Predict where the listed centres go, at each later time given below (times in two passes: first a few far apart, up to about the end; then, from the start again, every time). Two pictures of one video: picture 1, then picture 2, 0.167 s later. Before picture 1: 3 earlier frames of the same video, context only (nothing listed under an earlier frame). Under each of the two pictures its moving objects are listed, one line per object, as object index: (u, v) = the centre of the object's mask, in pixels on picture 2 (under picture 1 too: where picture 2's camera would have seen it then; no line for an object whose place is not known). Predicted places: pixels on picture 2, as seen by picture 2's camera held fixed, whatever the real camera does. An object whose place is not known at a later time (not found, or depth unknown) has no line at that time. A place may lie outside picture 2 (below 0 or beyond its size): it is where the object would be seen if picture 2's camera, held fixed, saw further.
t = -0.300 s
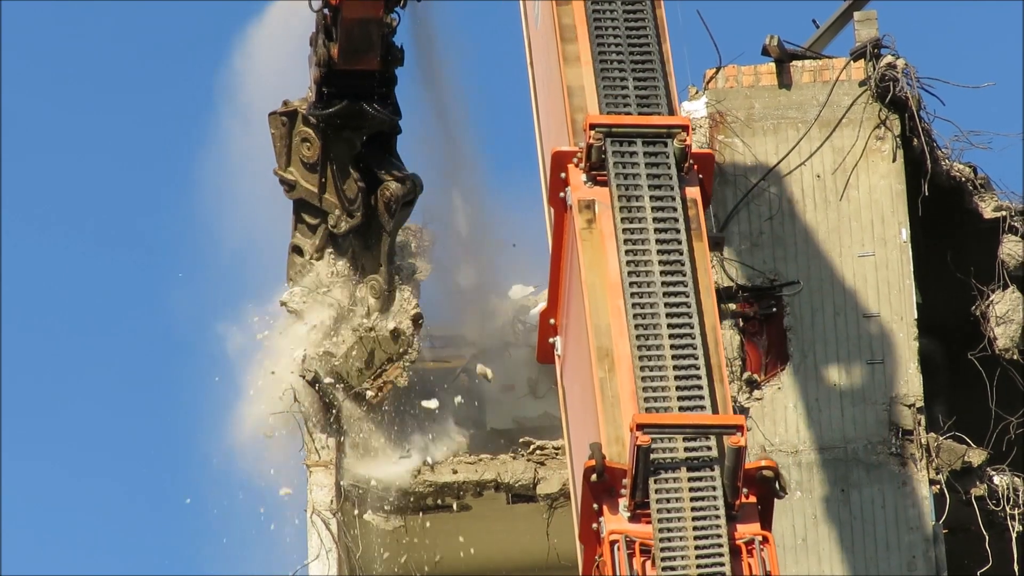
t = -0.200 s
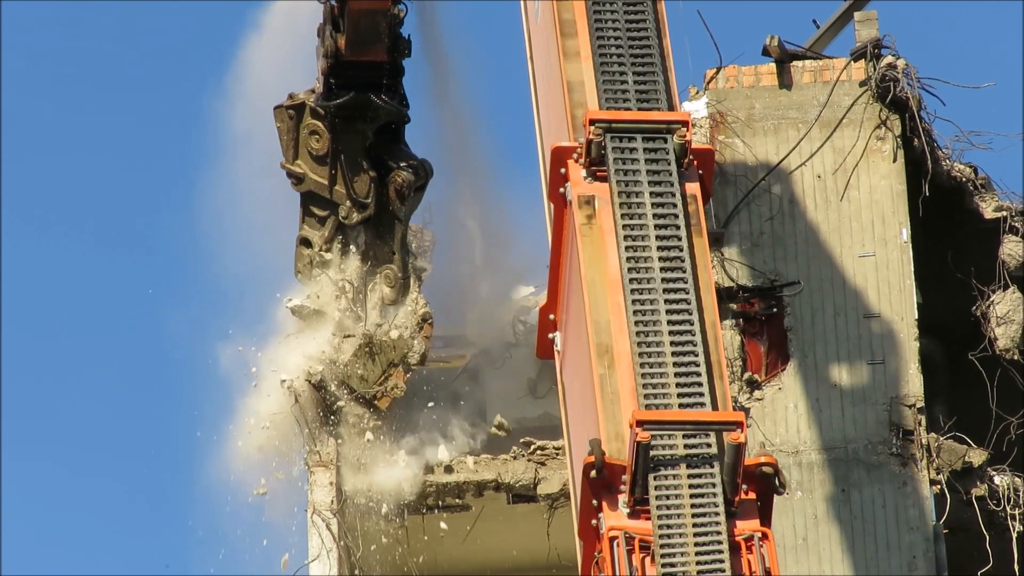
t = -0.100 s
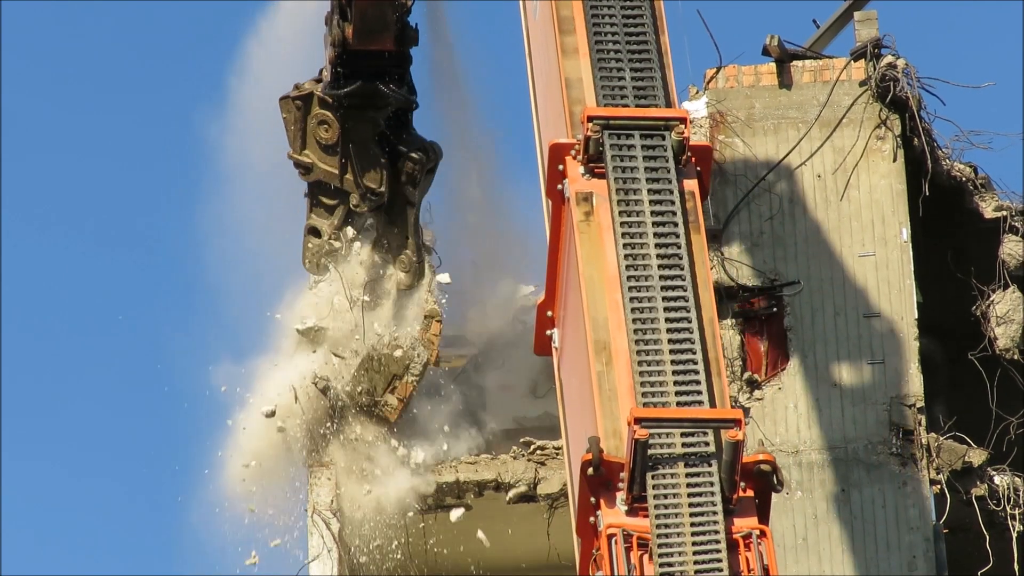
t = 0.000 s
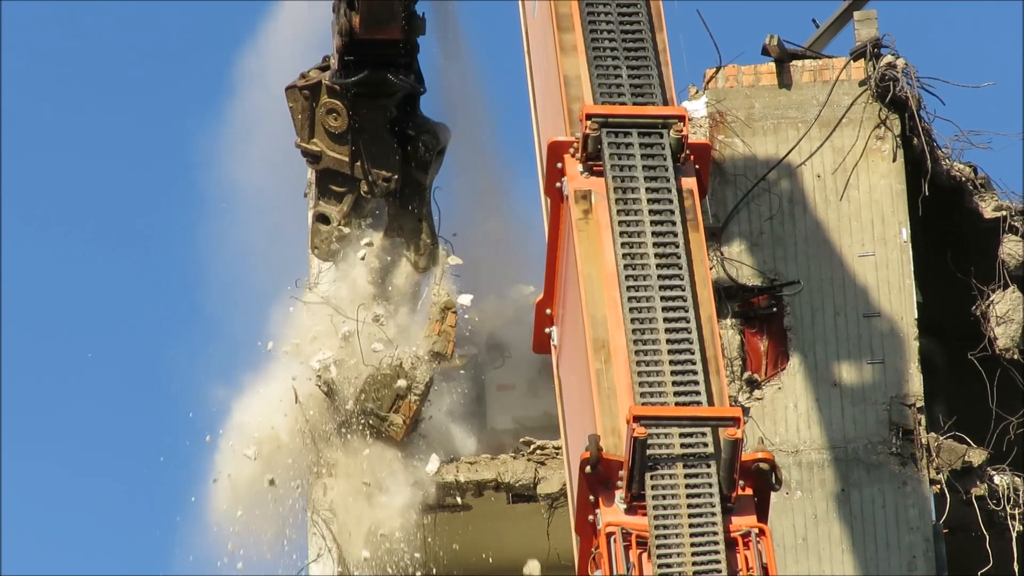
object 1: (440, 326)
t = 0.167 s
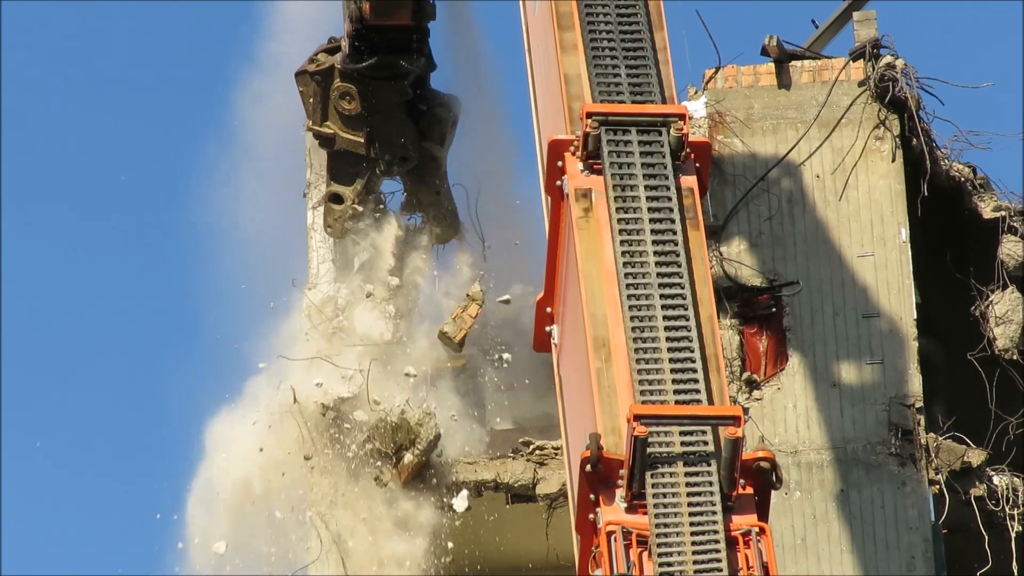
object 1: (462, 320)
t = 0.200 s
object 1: (467, 320)
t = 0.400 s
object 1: (500, 349)
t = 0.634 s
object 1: (539, 437)
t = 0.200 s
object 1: (467, 320)
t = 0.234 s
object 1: (471, 322)
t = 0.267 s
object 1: (476, 325)
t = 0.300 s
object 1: (482, 329)
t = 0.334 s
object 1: (488, 334)
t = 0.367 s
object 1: (494, 341)
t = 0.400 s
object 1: (500, 349)
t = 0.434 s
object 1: (506, 358)
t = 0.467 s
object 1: (513, 368)
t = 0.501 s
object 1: (518, 380)
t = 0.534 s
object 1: (525, 393)
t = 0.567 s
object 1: (530, 407)
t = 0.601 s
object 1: (535, 422)
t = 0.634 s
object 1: (539, 437)
